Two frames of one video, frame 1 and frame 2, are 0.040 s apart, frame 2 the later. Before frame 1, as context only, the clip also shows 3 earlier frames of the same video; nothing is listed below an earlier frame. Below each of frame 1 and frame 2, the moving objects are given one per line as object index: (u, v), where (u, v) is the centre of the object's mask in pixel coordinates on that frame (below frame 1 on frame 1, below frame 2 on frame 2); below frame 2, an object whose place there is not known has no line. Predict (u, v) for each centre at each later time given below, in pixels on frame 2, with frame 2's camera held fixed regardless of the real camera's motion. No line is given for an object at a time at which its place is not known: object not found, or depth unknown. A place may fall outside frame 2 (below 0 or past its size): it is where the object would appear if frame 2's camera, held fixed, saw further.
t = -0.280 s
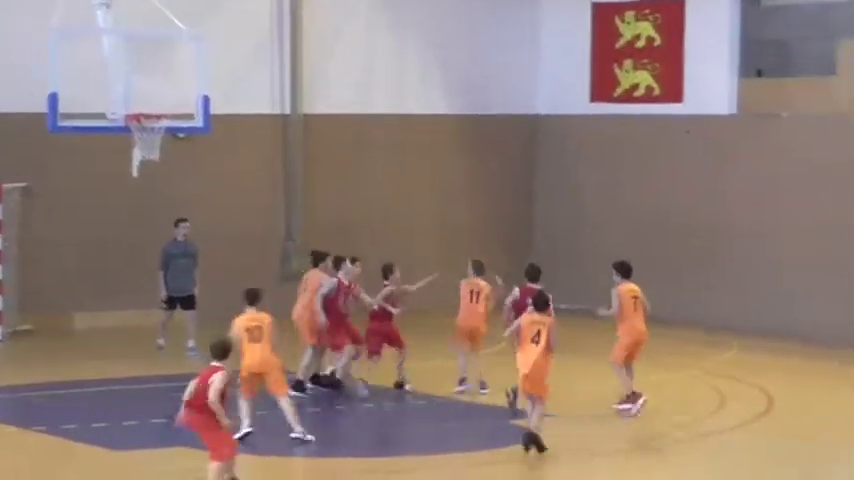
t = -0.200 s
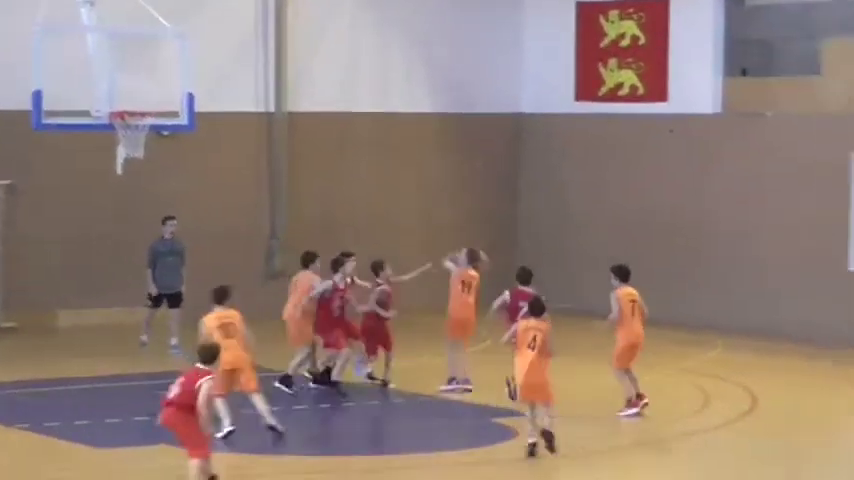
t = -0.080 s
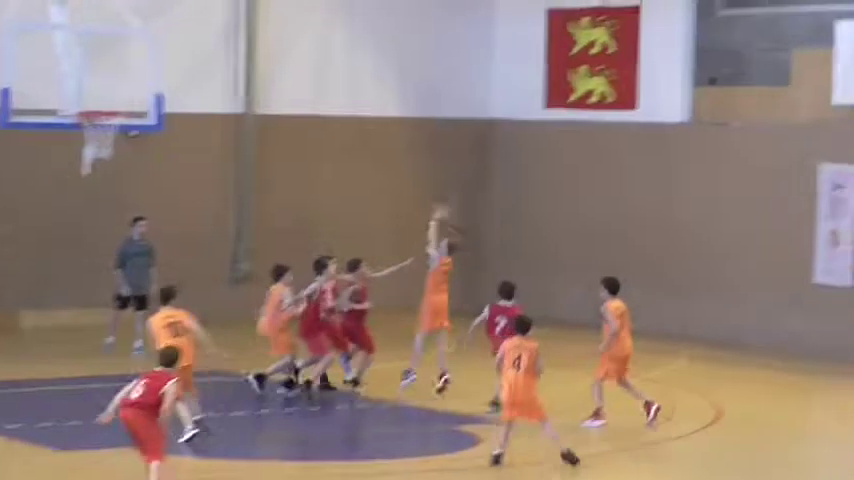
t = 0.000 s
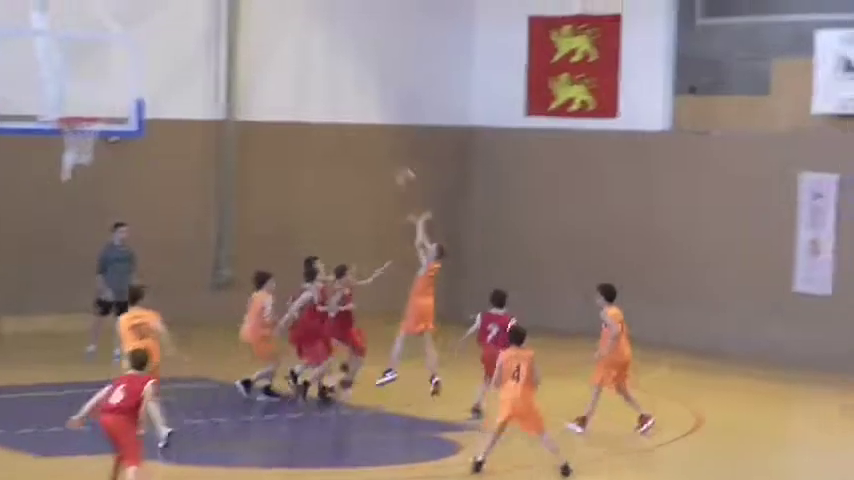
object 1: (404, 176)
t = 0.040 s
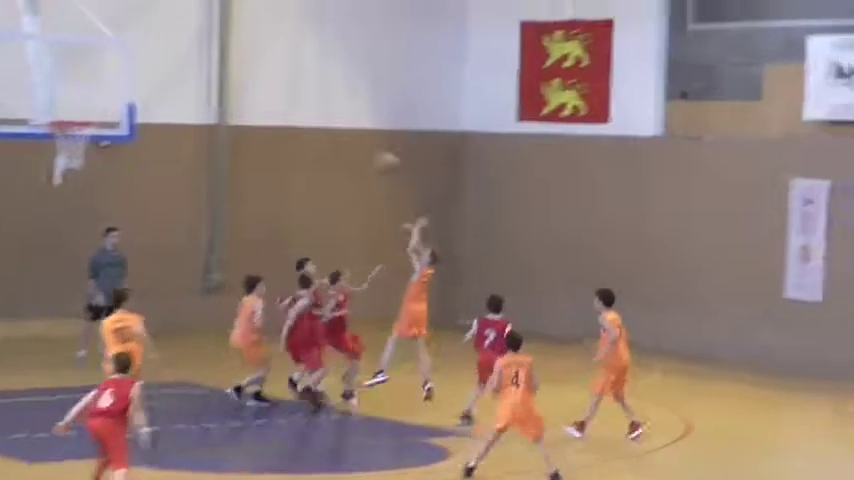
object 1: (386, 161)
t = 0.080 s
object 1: (379, 139)
